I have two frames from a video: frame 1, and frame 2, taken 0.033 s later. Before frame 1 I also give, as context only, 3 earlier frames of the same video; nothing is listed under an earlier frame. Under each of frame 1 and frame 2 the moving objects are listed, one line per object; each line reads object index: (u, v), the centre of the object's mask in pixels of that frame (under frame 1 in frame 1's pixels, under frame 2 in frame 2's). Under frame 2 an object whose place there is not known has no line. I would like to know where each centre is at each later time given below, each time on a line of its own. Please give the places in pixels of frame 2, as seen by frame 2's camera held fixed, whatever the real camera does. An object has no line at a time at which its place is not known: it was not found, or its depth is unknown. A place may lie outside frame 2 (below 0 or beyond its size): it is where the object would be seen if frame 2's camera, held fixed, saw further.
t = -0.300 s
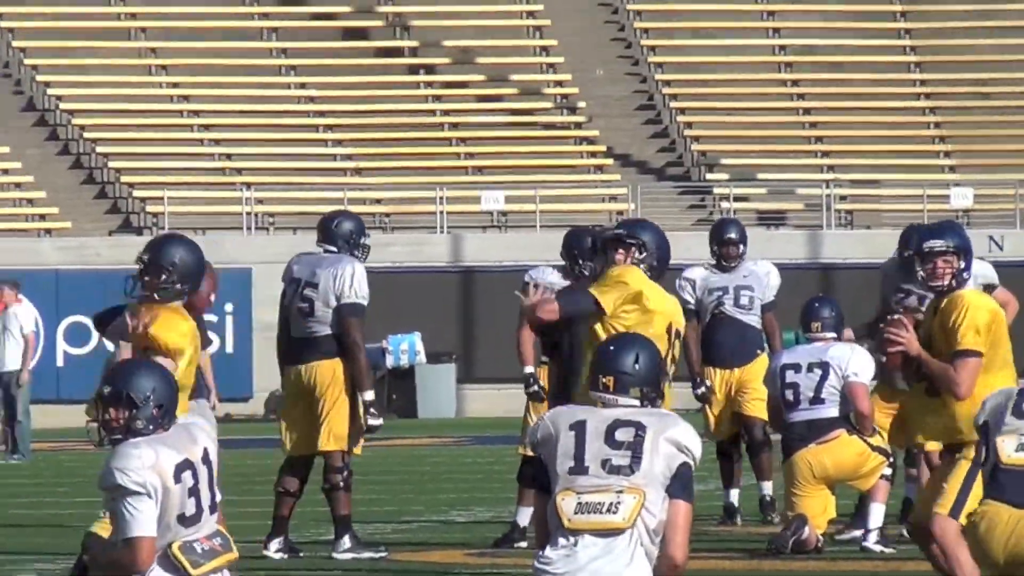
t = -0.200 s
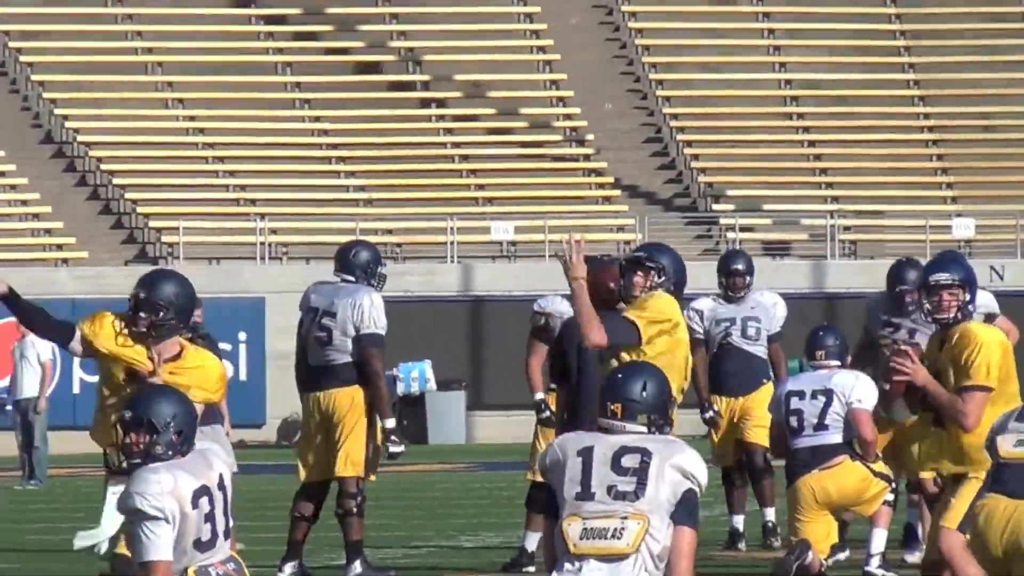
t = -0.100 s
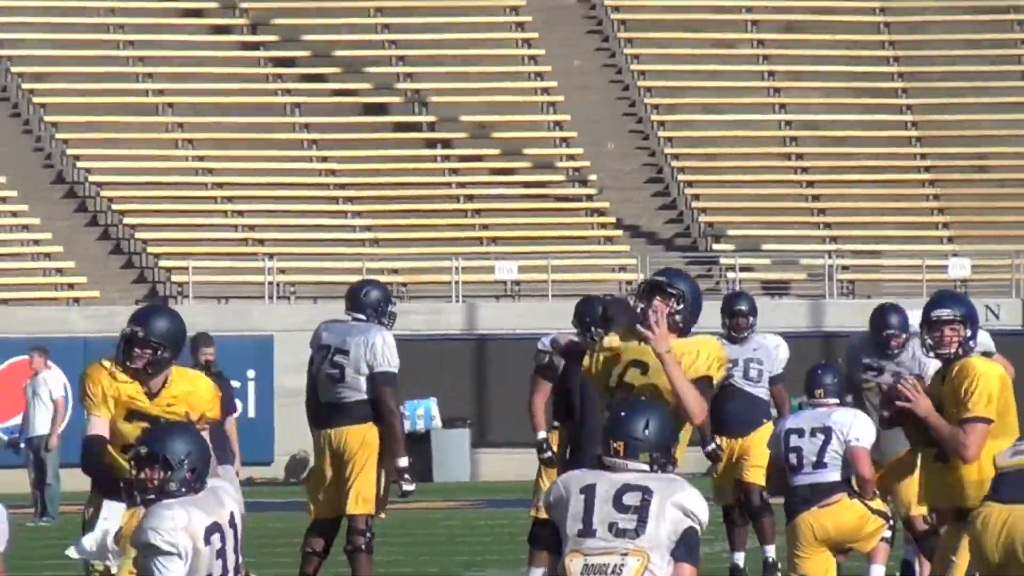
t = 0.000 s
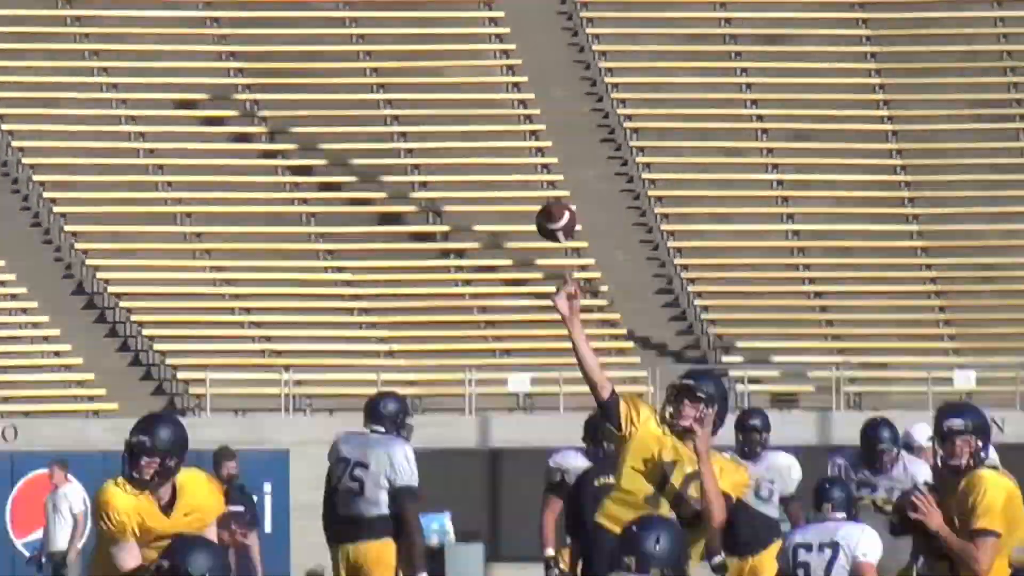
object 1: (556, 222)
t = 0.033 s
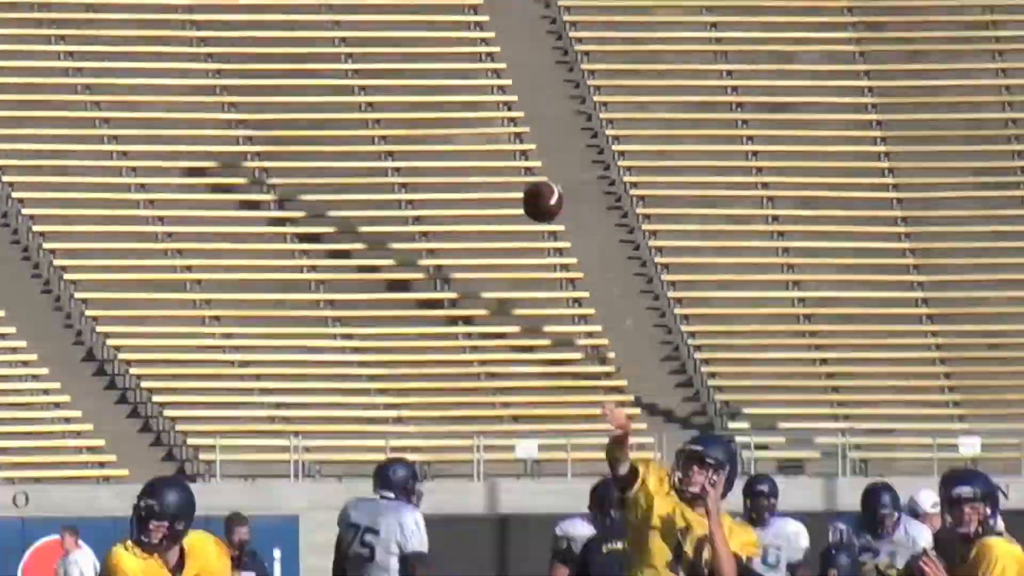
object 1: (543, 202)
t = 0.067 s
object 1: (524, 113)
